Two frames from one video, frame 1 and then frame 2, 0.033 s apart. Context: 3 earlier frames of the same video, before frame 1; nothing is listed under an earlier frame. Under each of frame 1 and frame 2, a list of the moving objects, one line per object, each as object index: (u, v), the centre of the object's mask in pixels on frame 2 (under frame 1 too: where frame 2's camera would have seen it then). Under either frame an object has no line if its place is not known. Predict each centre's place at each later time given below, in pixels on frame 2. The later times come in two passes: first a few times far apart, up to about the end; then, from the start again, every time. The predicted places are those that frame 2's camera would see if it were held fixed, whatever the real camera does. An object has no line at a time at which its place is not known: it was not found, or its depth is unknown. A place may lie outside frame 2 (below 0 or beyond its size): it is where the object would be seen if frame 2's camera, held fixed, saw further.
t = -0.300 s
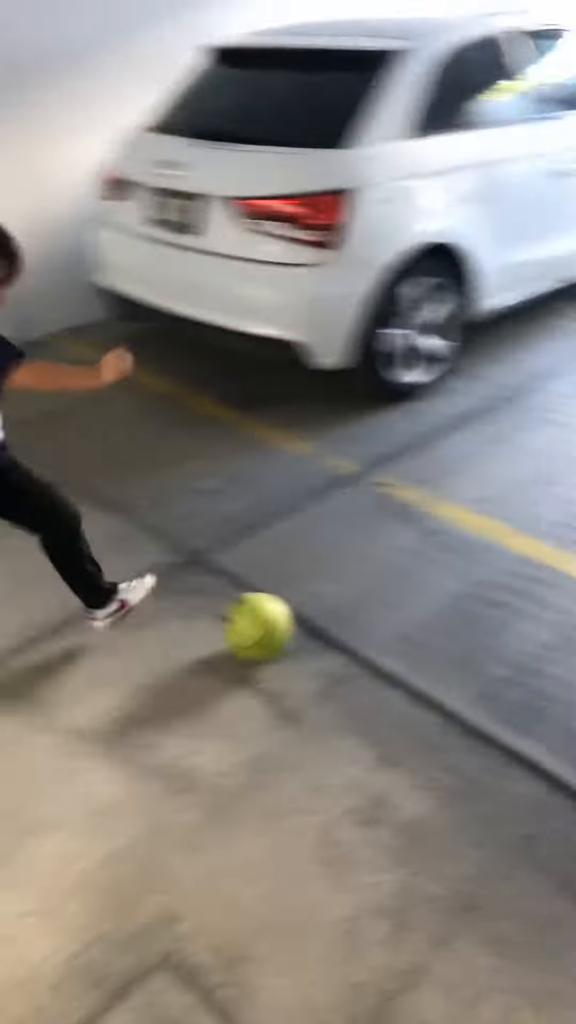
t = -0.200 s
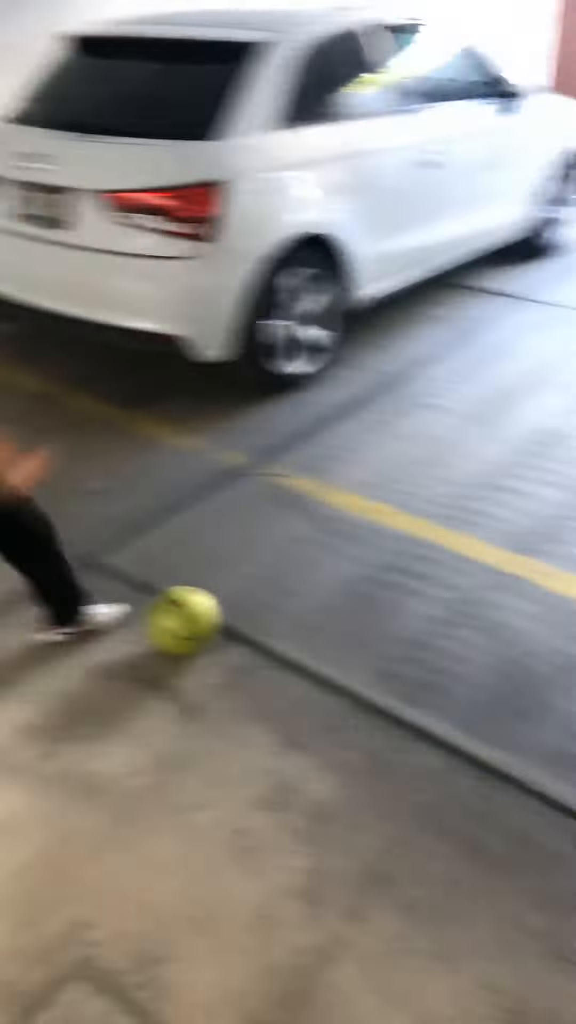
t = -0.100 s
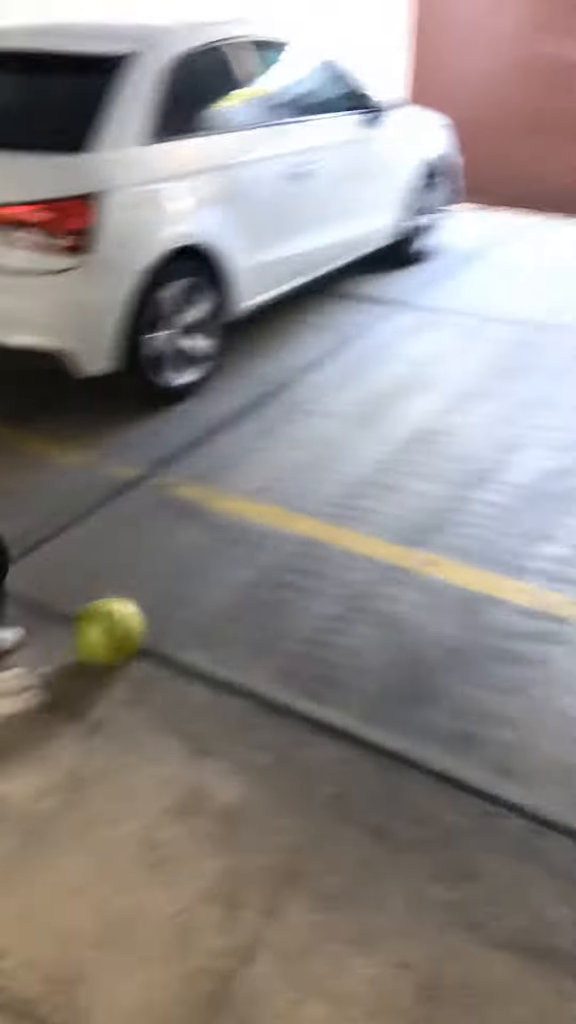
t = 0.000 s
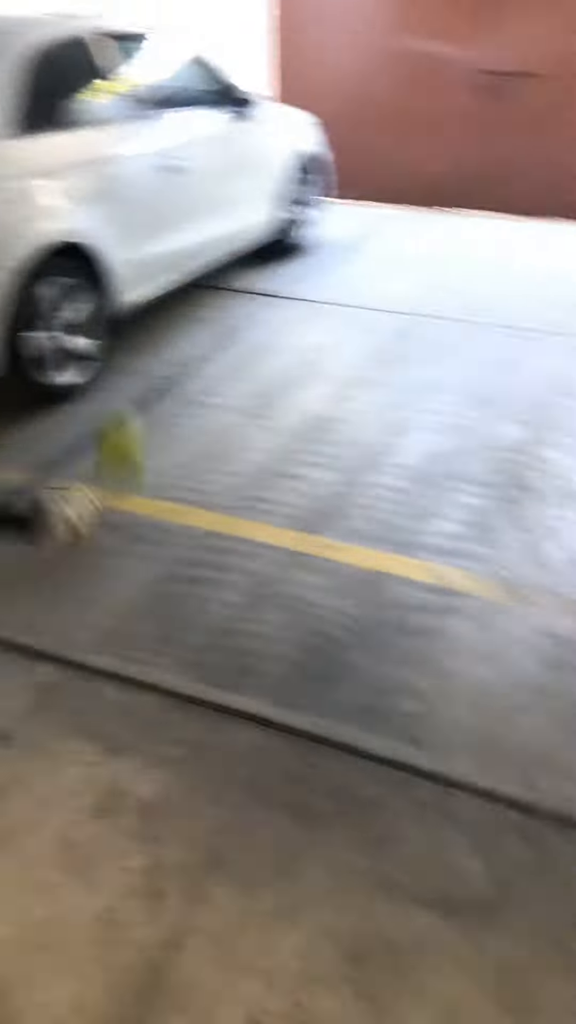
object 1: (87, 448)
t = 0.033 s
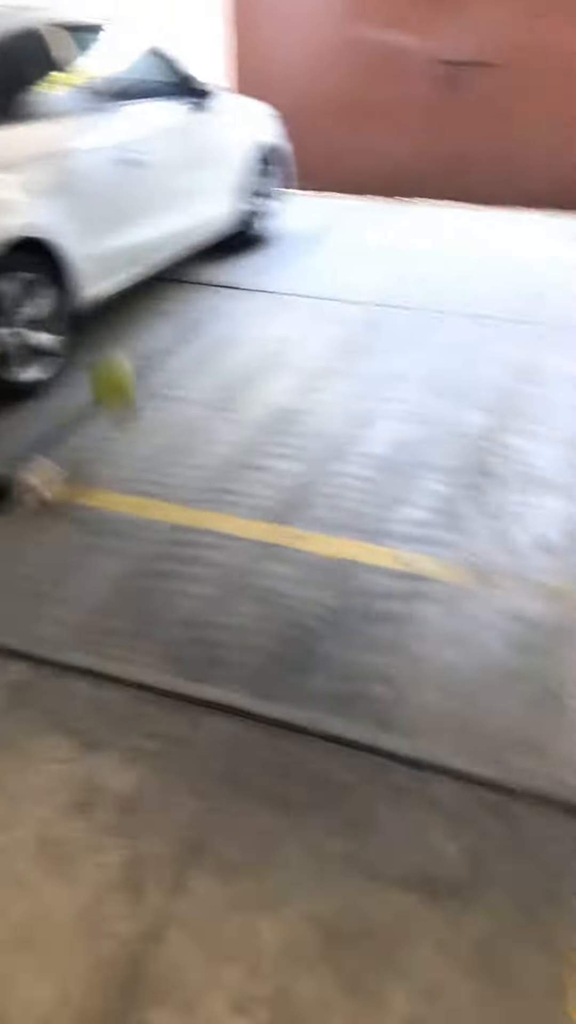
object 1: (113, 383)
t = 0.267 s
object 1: (243, 253)
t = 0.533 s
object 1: (344, 186)
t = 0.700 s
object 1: (384, 198)
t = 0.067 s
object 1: (132, 338)
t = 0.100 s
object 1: (150, 310)
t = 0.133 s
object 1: (166, 286)
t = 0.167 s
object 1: (182, 268)
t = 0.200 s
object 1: (197, 257)
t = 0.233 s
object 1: (223, 256)
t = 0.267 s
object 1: (243, 253)
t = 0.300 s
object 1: (258, 237)
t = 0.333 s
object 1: (274, 224)
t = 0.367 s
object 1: (286, 207)
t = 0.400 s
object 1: (298, 197)
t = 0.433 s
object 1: (312, 194)
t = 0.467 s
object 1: (323, 189)
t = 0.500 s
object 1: (334, 187)
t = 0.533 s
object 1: (344, 186)
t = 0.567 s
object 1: (353, 187)
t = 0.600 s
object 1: (362, 189)
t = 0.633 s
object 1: (370, 191)
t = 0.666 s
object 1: (377, 196)
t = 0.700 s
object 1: (384, 198)
